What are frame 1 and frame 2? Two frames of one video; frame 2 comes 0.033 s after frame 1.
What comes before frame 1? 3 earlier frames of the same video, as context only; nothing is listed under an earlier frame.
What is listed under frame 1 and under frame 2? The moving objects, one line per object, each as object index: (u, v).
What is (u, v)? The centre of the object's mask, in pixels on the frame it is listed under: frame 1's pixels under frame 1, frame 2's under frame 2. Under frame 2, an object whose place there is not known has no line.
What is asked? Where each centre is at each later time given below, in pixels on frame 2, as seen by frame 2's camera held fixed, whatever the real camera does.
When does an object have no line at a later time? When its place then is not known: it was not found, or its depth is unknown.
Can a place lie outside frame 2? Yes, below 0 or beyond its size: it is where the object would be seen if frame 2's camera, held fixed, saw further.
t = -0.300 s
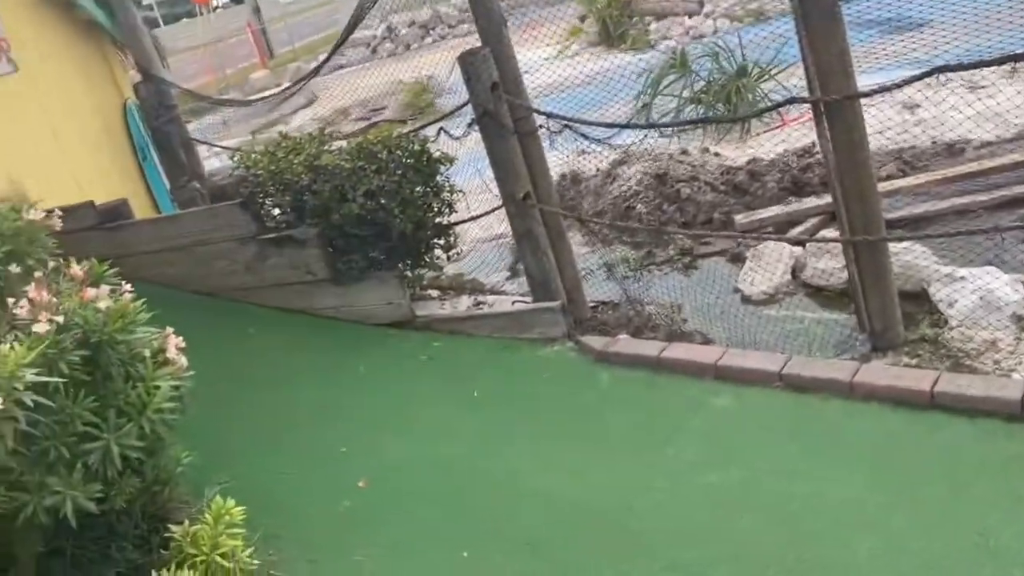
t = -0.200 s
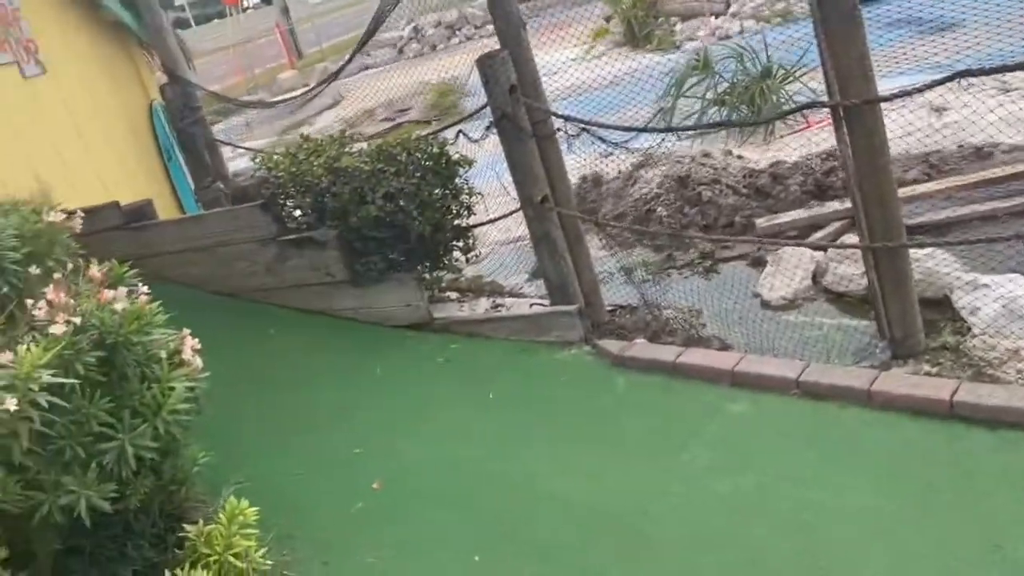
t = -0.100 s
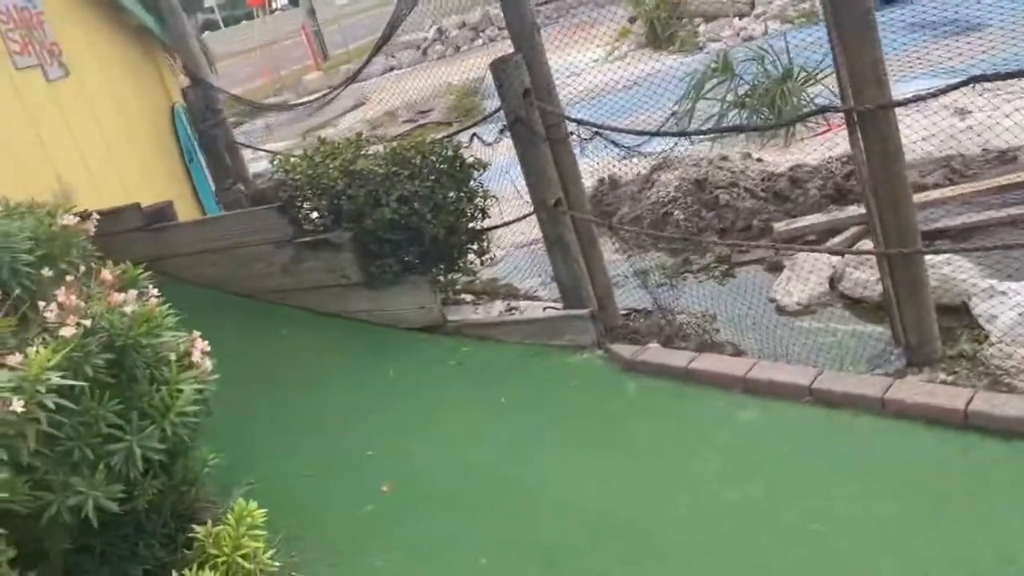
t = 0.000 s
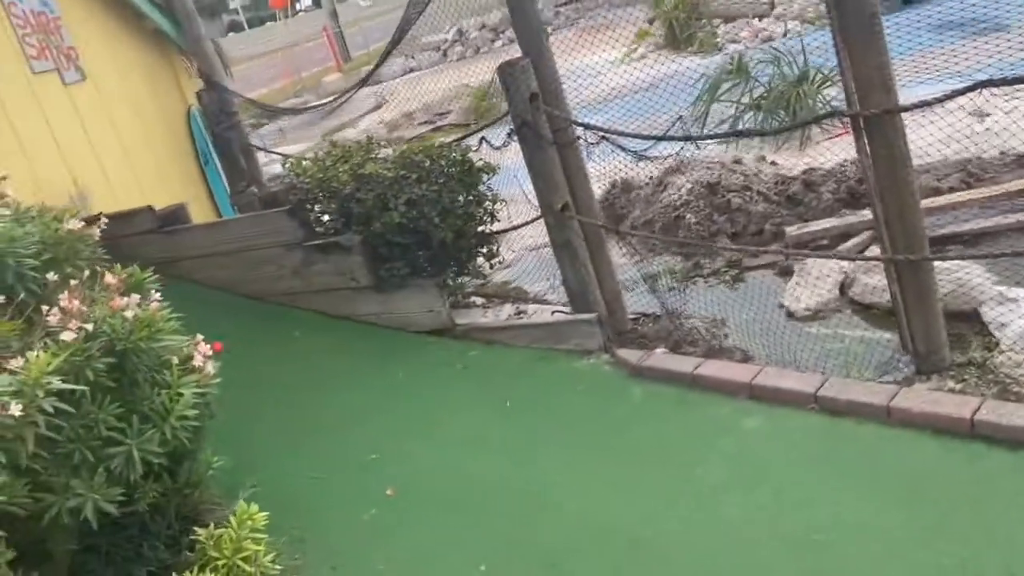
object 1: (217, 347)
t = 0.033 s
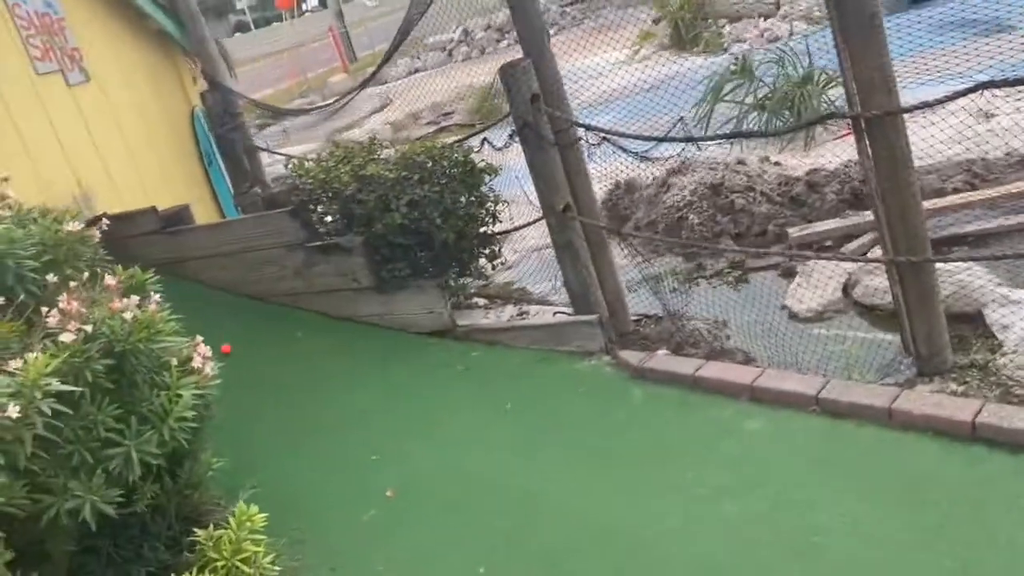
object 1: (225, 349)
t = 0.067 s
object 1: (233, 351)
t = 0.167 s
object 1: (257, 357)
